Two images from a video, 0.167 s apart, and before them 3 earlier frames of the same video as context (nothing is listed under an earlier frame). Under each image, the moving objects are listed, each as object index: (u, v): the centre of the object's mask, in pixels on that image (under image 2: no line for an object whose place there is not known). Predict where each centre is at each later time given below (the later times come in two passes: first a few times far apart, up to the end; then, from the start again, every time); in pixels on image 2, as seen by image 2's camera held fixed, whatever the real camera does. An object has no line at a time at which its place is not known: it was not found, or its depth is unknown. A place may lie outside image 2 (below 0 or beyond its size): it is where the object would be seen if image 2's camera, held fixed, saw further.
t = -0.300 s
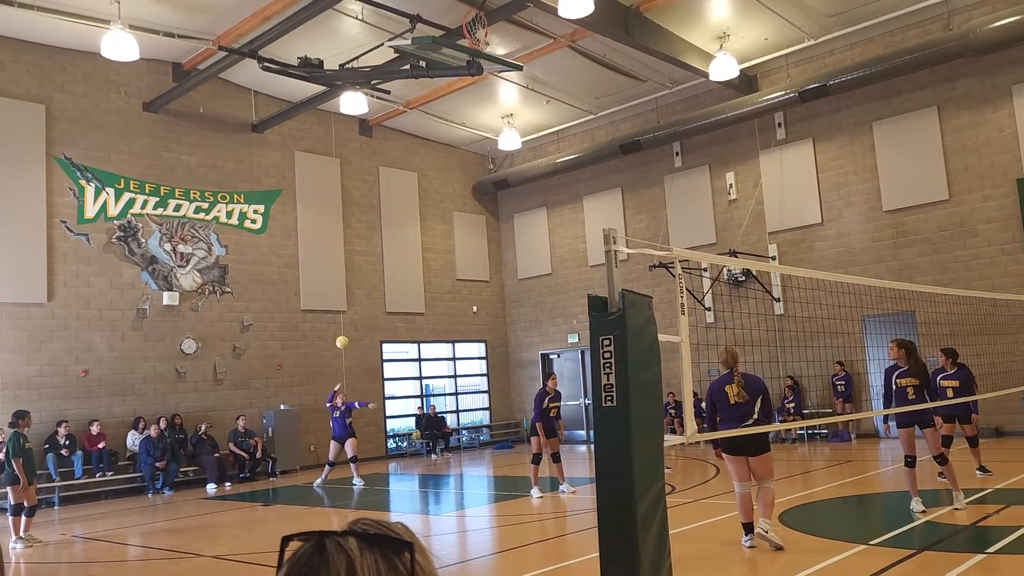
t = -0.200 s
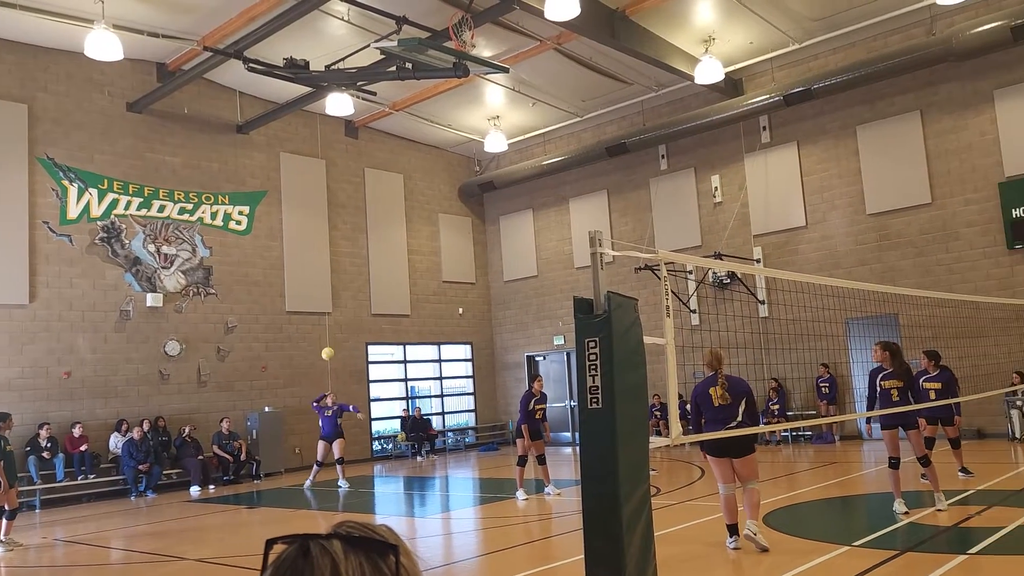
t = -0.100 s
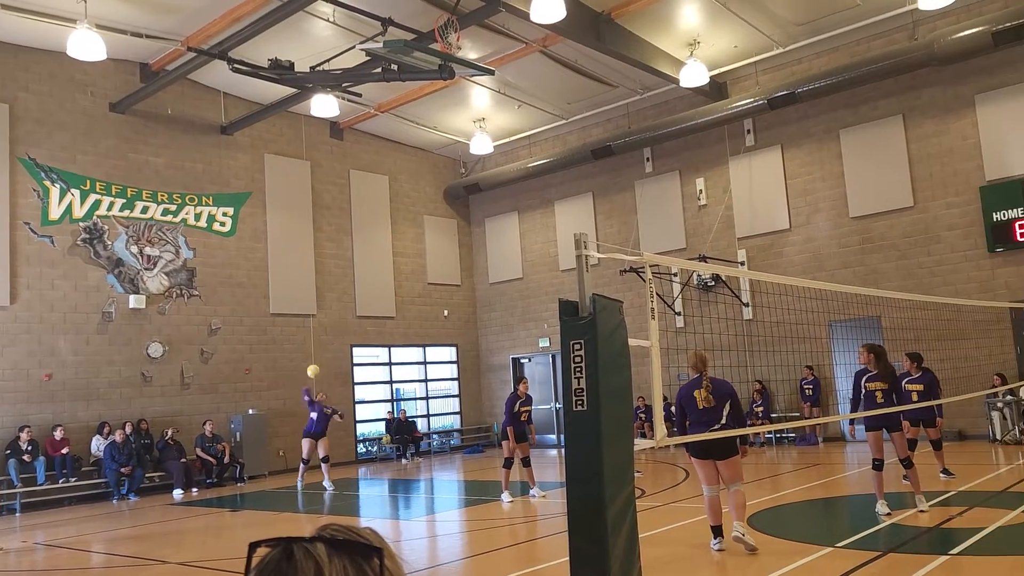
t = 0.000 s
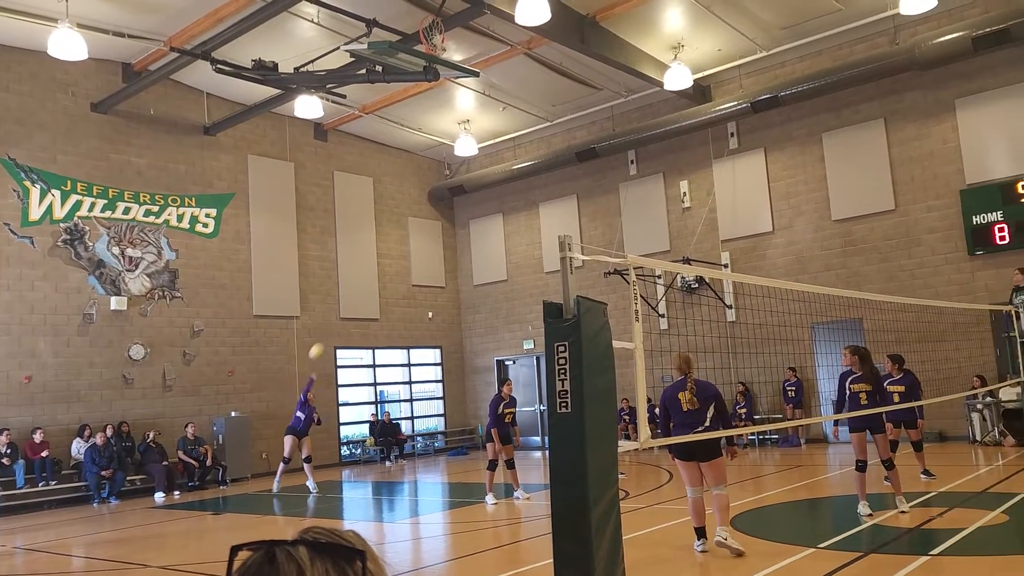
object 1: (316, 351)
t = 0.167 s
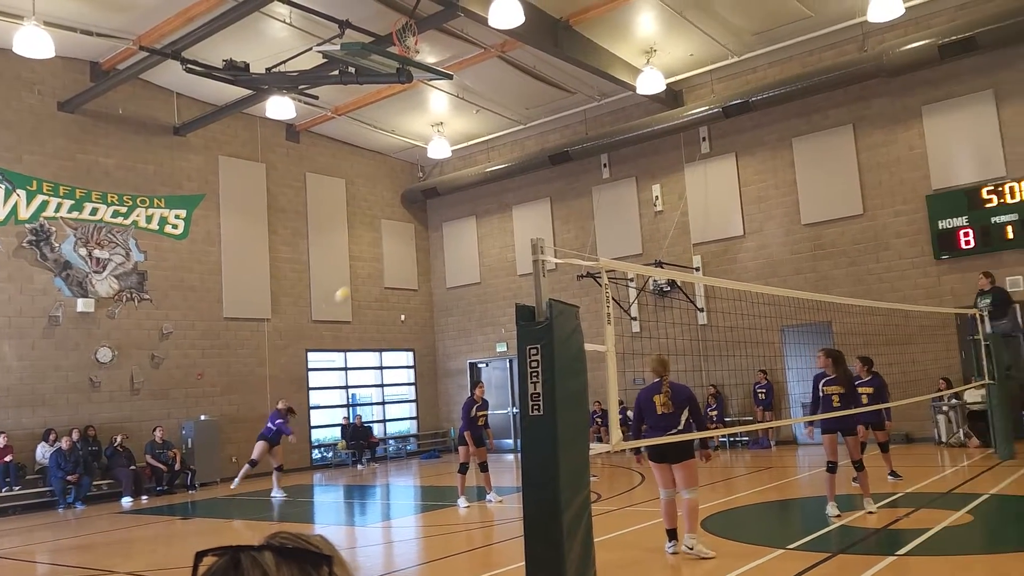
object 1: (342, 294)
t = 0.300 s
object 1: (389, 254)
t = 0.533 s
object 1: (483, 205)
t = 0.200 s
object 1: (354, 283)
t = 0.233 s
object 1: (366, 273)
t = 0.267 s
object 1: (377, 263)
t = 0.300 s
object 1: (389, 254)
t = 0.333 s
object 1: (402, 245)
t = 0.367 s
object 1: (415, 238)
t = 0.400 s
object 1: (428, 229)
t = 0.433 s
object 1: (441, 223)
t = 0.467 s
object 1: (455, 216)
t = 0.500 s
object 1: (469, 210)
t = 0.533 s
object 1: (483, 205)
